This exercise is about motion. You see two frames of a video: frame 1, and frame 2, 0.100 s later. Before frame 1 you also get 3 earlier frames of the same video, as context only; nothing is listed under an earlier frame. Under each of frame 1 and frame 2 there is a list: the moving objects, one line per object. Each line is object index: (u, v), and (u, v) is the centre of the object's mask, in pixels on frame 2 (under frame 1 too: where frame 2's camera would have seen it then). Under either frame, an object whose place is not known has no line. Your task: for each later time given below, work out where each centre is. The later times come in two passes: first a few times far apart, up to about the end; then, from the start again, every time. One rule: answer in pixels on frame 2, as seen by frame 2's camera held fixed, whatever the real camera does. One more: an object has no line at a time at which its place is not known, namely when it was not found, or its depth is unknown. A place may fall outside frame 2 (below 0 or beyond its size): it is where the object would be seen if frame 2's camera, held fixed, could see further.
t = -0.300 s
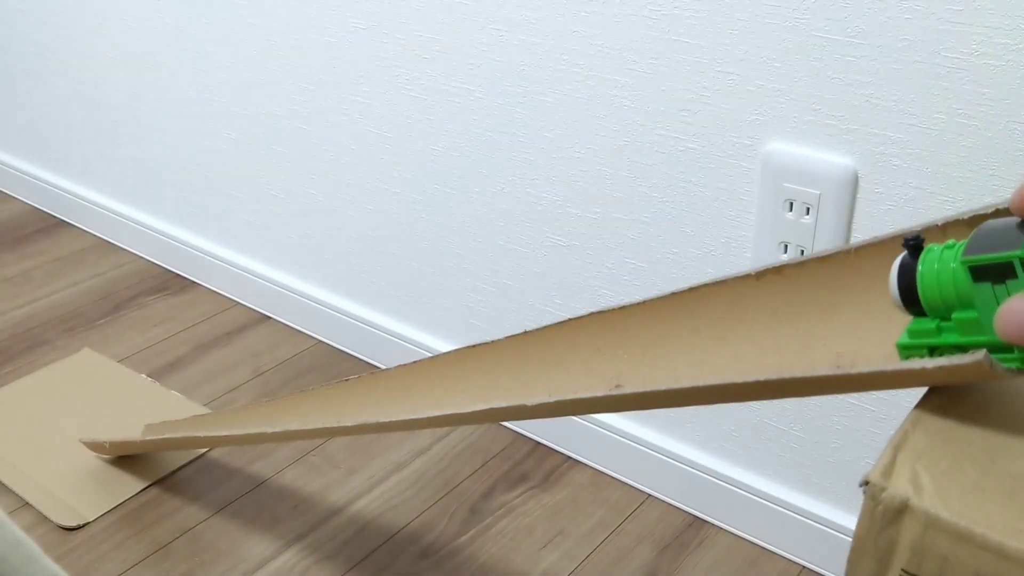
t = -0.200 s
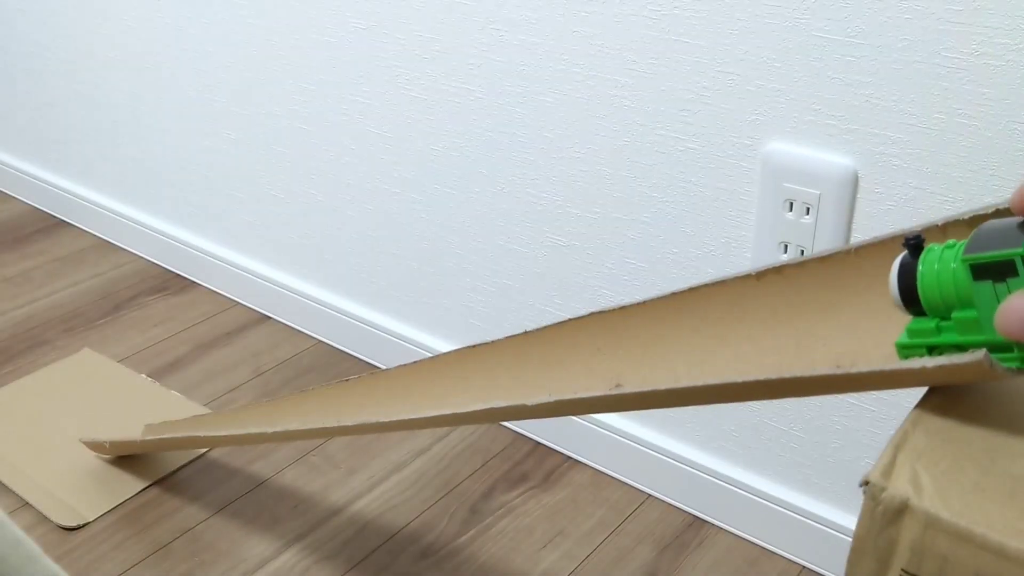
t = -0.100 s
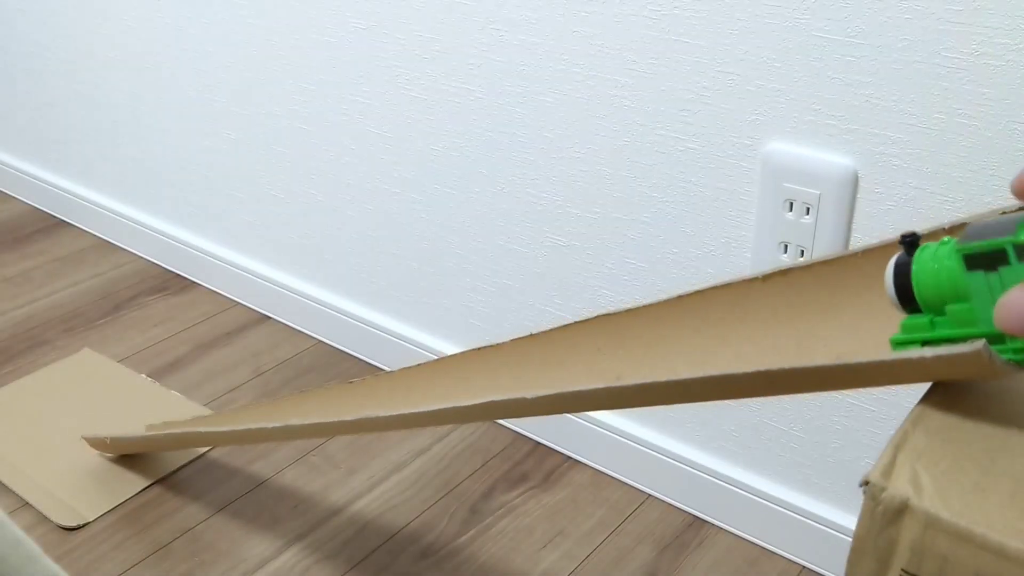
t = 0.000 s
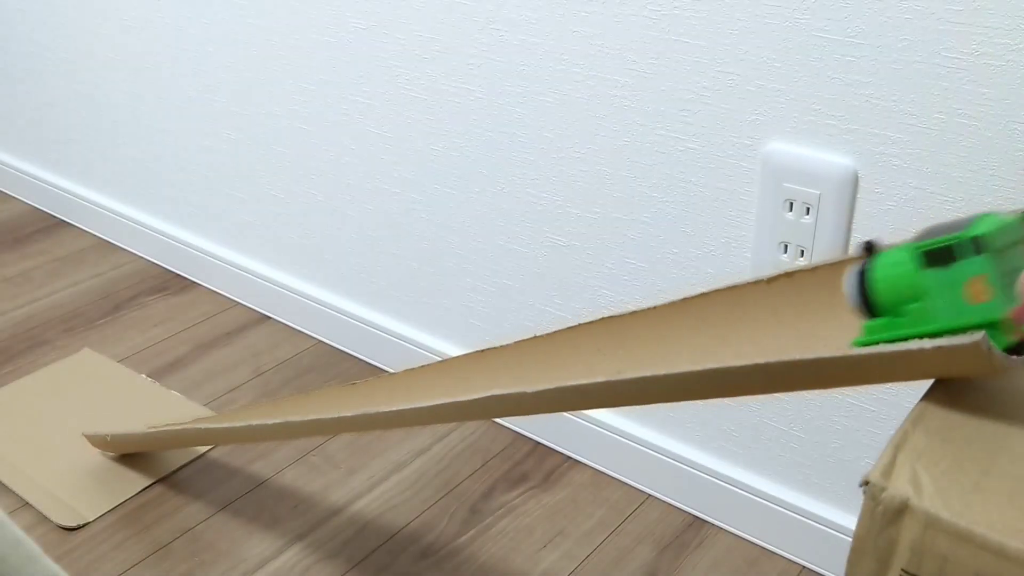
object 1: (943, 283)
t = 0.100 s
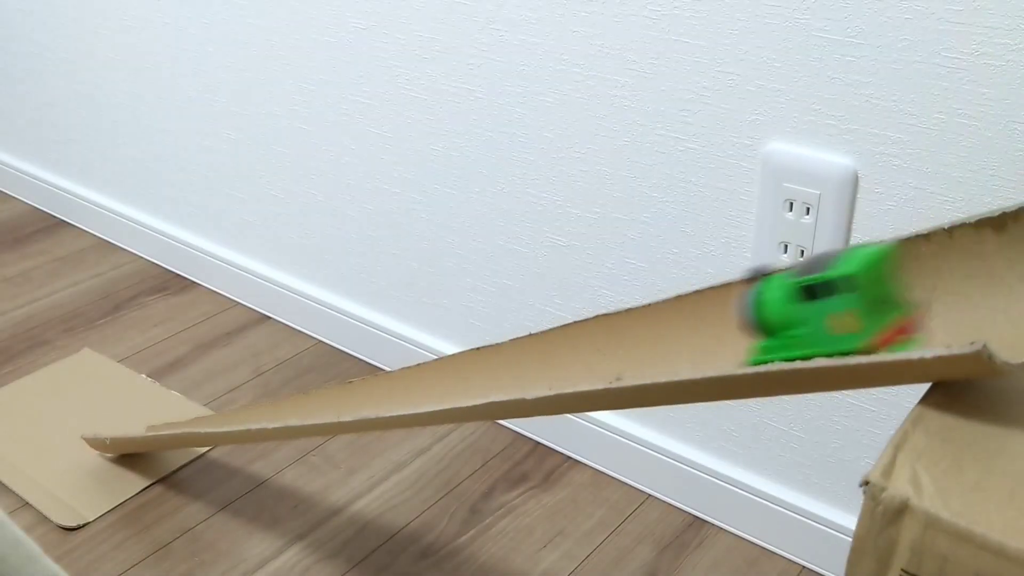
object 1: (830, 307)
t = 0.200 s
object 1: (680, 332)
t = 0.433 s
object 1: (365, 385)
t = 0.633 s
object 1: (178, 410)
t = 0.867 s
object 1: (37, 350)
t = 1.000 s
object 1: (8, 302)
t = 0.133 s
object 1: (782, 315)
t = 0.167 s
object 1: (729, 323)
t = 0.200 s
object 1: (680, 332)
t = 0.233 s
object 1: (628, 338)
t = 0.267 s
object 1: (580, 347)
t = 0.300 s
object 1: (533, 353)
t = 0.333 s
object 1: (488, 362)
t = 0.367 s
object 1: (445, 370)
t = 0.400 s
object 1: (403, 378)
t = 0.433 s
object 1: (365, 385)
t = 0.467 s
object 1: (329, 390)
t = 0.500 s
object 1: (294, 395)
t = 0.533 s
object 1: (262, 399)
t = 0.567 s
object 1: (231, 404)
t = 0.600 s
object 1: (204, 408)
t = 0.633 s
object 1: (178, 410)
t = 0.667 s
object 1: (153, 414)
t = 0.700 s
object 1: (131, 417)
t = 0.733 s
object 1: (109, 412)
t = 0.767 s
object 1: (88, 390)
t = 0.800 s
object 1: (67, 374)
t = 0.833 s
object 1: (52, 362)
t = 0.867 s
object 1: (37, 350)
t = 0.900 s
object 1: (25, 338)
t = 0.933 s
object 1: (16, 327)
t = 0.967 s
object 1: (12, 314)
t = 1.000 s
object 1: (8, 302)
